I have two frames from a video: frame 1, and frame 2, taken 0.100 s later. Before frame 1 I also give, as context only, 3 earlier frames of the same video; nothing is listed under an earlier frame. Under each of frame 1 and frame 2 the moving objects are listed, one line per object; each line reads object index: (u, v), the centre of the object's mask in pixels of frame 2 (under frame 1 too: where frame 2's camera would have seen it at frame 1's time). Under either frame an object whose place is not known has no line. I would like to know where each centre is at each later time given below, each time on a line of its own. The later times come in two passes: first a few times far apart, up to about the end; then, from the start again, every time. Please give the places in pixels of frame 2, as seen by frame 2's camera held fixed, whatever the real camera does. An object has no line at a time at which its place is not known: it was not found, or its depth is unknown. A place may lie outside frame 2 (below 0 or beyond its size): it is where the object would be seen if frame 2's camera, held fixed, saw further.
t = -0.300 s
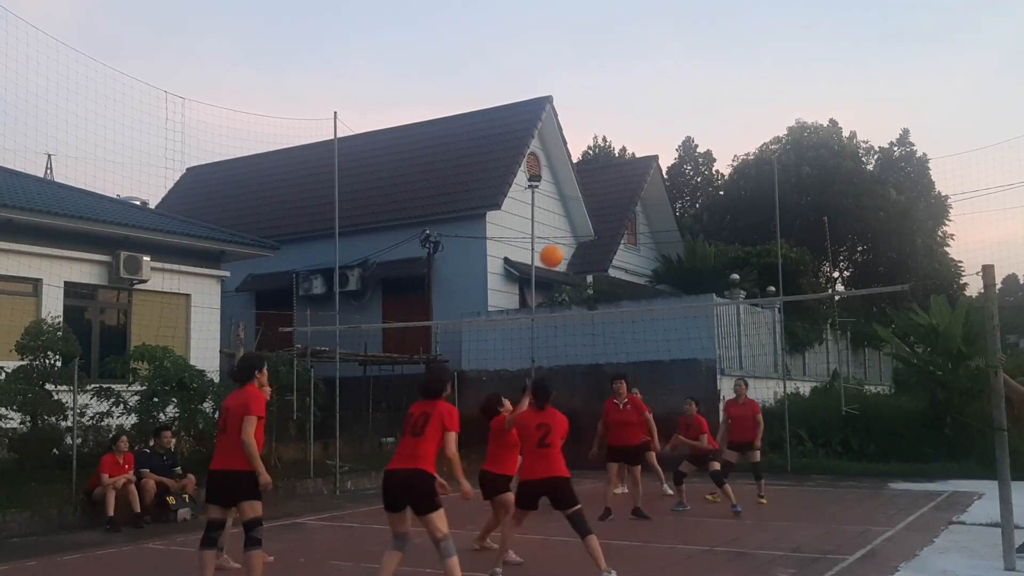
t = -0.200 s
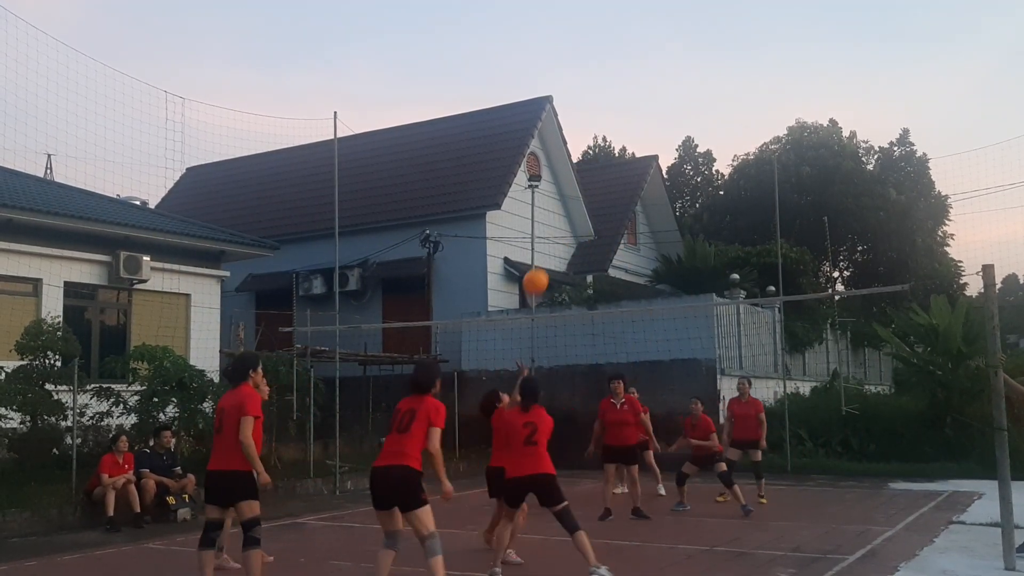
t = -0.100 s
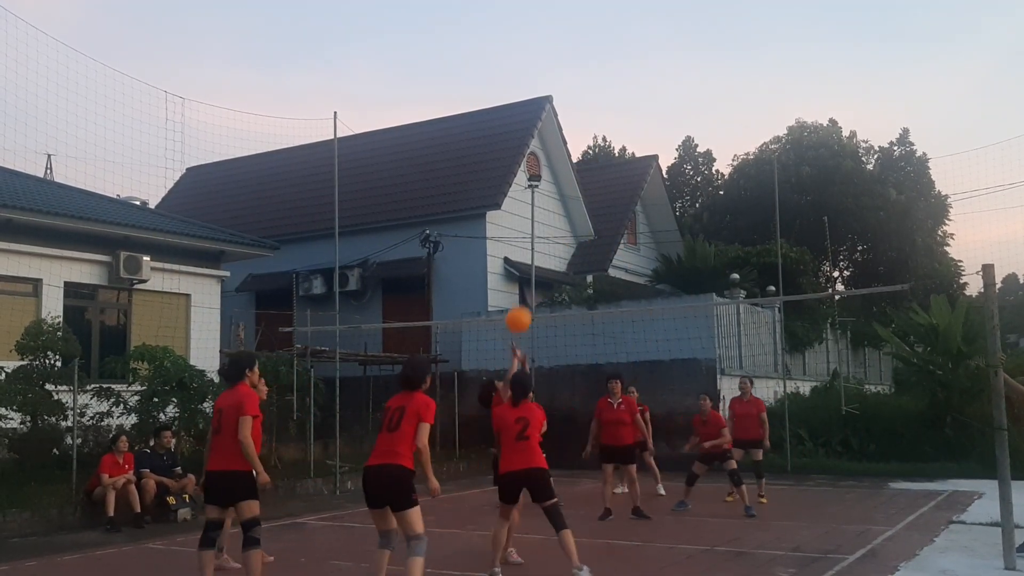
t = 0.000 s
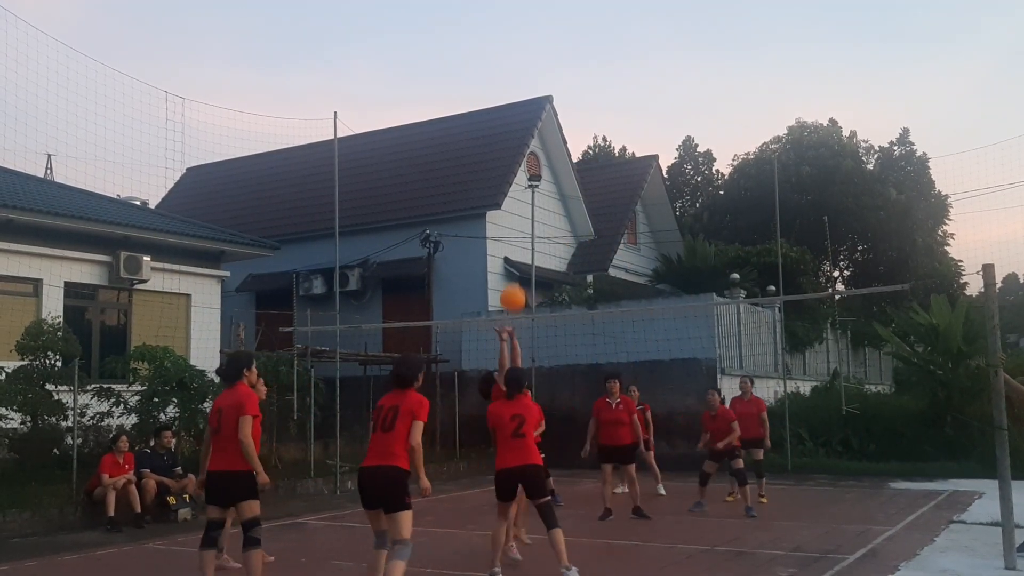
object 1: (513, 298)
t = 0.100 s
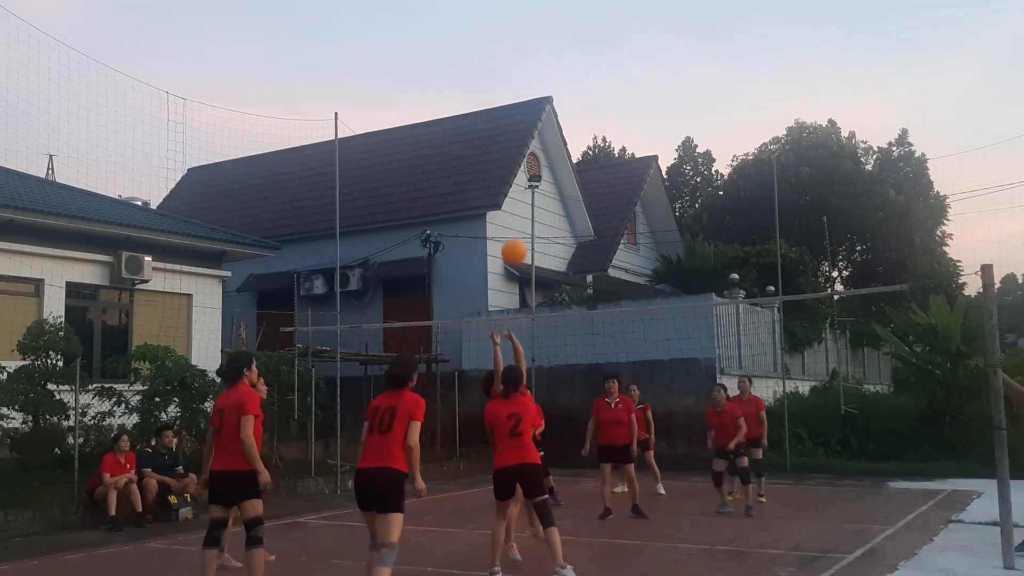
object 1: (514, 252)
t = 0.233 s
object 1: (517, 206)
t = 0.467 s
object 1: (525, 175)
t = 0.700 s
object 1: (536, 210)
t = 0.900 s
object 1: (546, 298)
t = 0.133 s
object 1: (515, 238)
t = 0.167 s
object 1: (515, 226)
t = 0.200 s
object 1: (516, 215)
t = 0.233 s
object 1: (517, 206)
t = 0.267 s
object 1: (518, 197)
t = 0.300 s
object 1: (519, 190)
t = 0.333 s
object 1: (520, 184)
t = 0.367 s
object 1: (521, 180)
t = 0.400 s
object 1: (523, 177)
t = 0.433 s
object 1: (524, 175)
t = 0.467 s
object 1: (525, 175)
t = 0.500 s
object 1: (527, 176)
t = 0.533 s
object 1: (528, 178)
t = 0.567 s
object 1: (530, 181)
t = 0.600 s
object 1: (531, 186)
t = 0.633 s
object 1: (533, 192)
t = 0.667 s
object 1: (534, 200)
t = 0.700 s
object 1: (536, 210)
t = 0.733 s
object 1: (537, 221)
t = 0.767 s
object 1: (539, 233)
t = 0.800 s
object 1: (541, 247)
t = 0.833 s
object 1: (542, 264)
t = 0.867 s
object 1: (544, 281)
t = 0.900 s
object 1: (546, 298)
